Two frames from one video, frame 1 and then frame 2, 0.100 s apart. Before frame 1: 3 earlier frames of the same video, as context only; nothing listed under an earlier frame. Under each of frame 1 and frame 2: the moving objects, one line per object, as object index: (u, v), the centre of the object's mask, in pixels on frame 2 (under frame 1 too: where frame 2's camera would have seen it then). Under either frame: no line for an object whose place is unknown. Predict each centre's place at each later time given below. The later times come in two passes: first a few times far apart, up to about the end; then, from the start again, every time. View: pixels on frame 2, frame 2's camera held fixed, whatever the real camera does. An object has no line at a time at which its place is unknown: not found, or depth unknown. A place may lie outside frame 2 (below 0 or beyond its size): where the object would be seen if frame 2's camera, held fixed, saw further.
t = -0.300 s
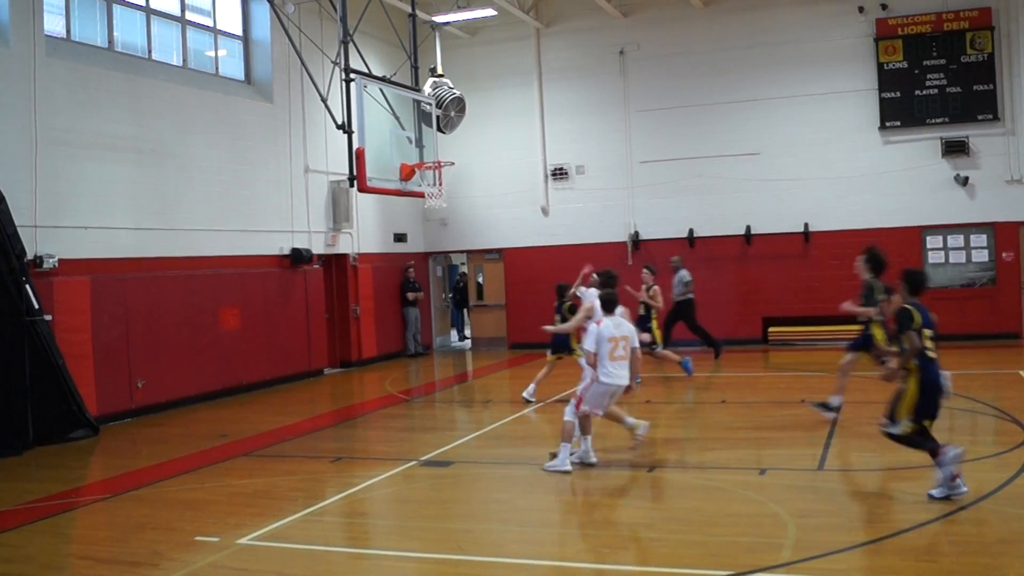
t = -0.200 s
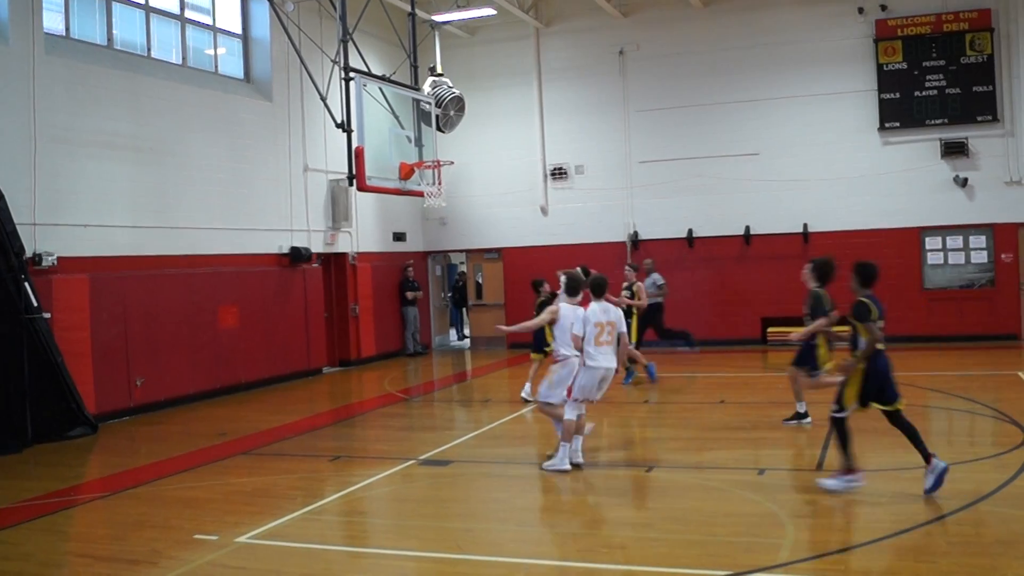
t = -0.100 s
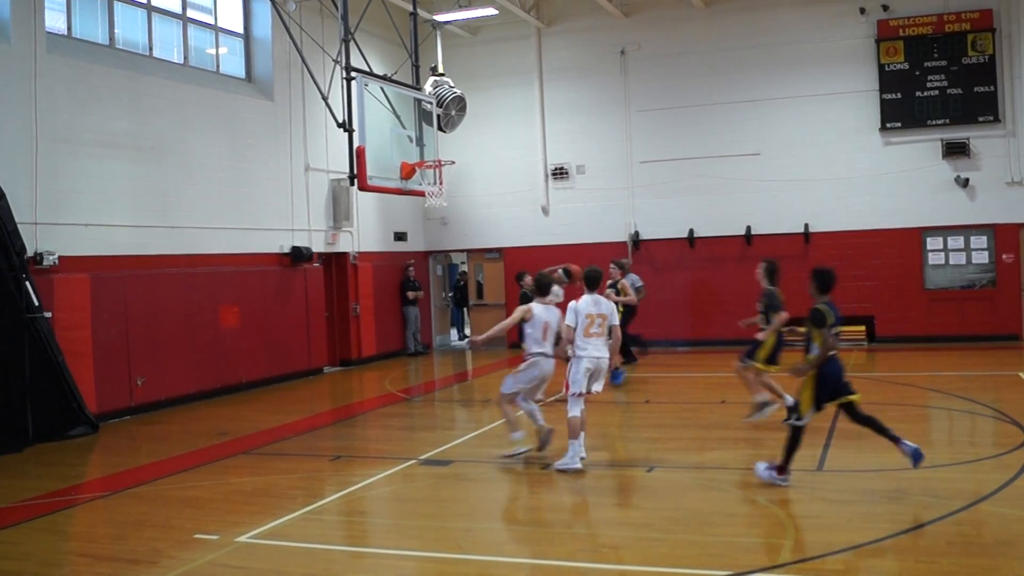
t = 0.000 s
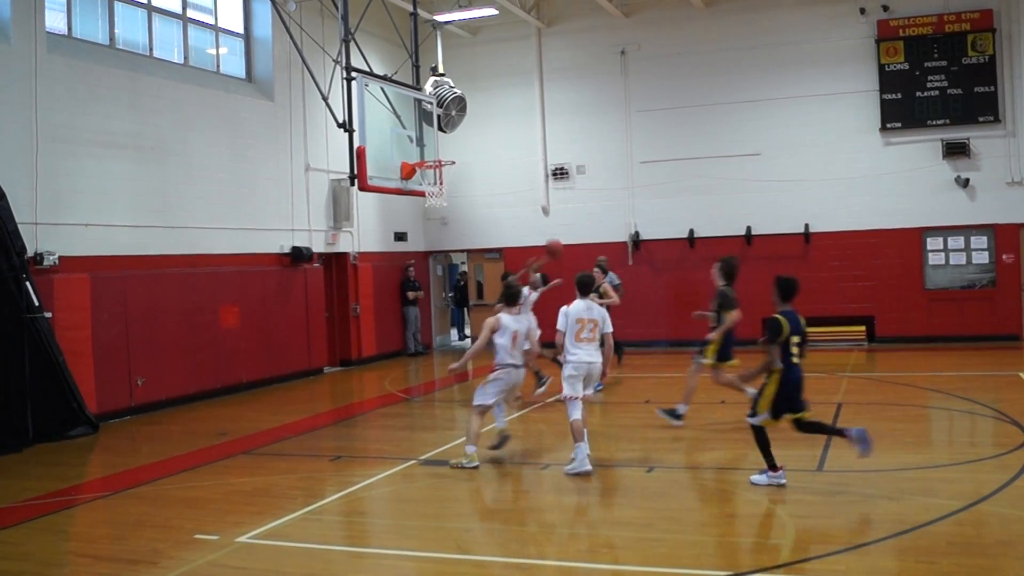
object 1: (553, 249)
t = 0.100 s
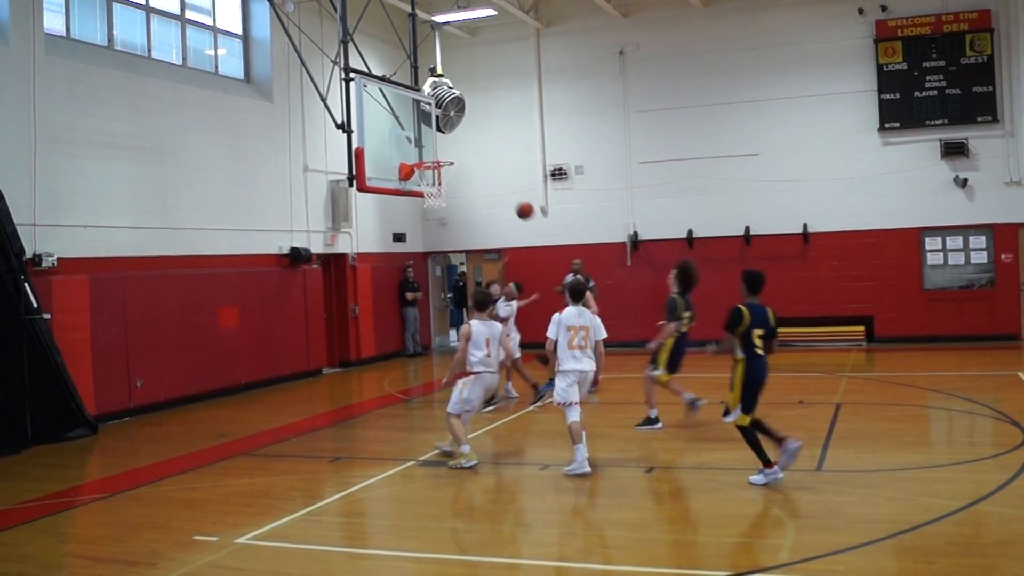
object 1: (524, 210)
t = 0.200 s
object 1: (495, 178)
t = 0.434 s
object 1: (423, 129)
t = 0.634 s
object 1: (440, 135)
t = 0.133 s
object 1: (515, 198)
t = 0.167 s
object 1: (505, 187)
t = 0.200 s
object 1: (495, 178)
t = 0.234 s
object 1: (485, 168)
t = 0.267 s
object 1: (475, 160)
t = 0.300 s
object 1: (464, 152)
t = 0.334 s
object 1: (454, 145)
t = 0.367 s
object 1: (444, 139)
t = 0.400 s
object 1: (434, 134)
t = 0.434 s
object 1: (423, 129)
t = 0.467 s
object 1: (423, 128)
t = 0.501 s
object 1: (427, 127)
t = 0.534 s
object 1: (430, 128)
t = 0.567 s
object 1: (433, 129)
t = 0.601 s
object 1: (437, 131)
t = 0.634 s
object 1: (440, 135)
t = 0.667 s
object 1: (444, 139)
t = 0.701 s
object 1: (448, 144)
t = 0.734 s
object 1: (452, 150)
